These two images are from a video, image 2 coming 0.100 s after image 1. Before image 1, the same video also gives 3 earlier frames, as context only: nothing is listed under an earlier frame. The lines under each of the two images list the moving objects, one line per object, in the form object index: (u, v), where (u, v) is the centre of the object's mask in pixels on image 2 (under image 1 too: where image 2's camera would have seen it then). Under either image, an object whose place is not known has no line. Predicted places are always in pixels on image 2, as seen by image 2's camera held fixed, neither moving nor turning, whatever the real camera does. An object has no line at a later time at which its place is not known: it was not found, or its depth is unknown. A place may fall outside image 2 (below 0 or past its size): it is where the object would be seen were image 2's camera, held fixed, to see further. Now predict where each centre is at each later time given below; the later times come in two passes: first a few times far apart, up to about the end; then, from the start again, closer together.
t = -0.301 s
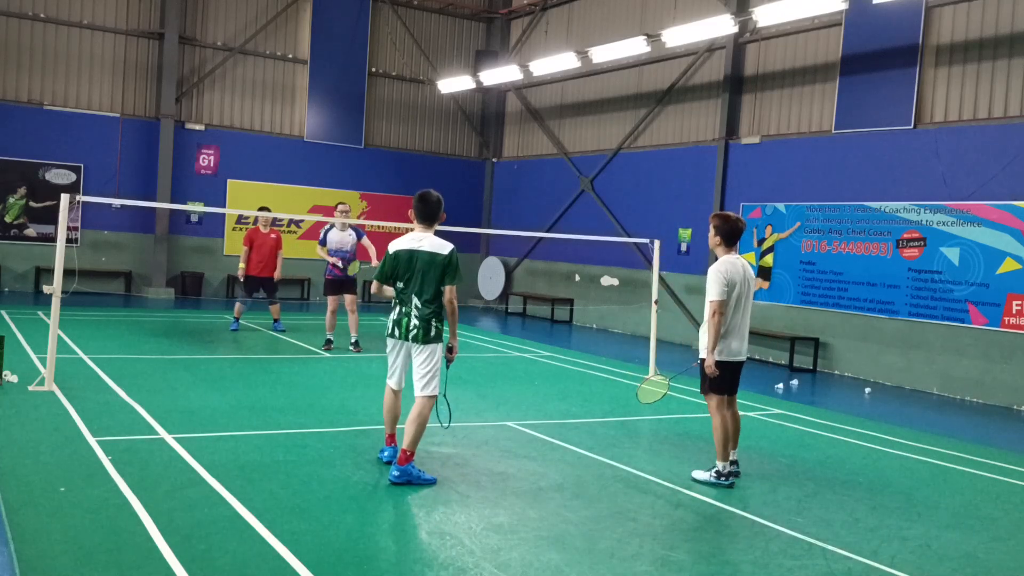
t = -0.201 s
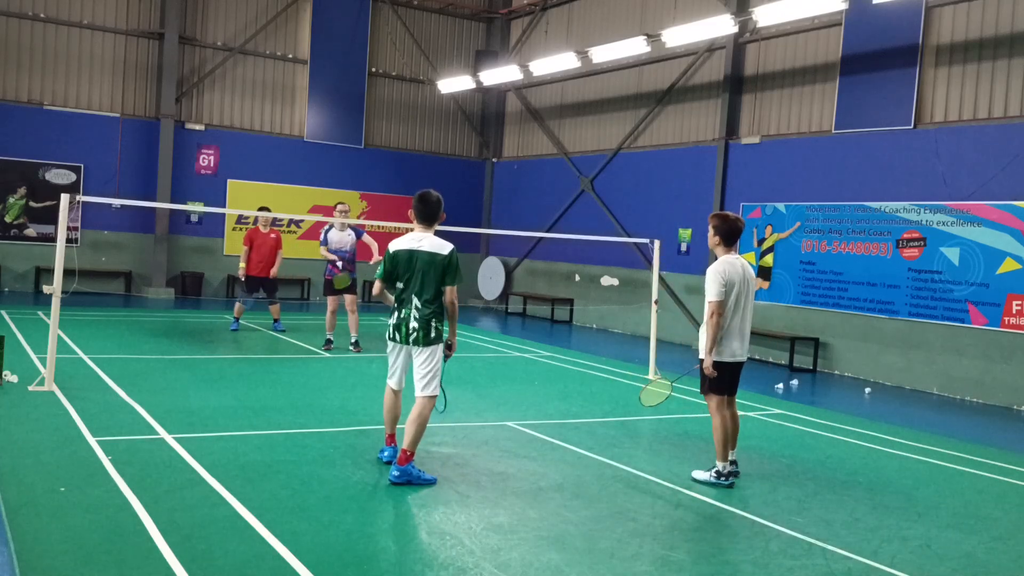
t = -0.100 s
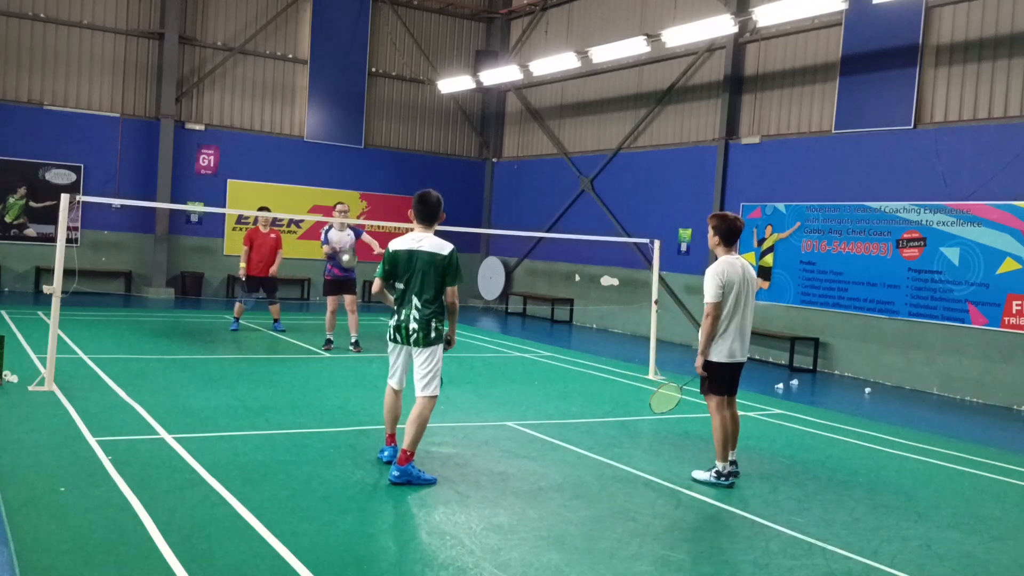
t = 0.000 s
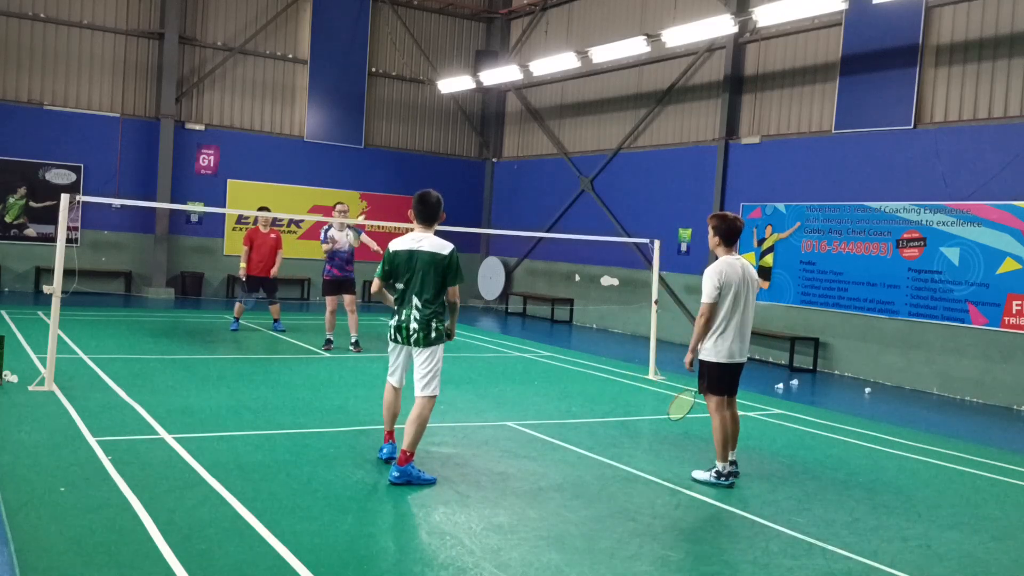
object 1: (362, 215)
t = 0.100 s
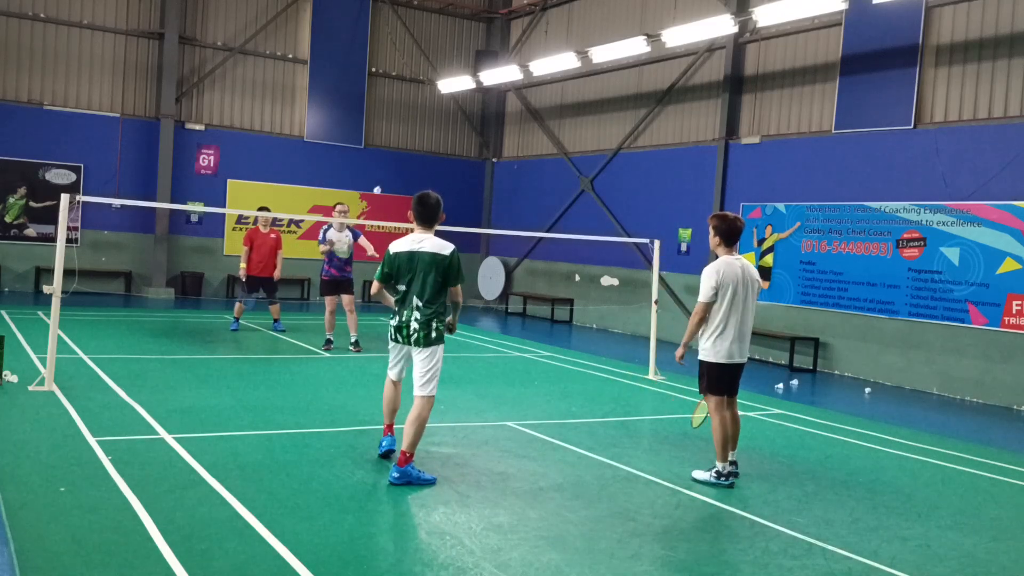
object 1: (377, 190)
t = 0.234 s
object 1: (394, 167)
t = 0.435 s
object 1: (420, 165)
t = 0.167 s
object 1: (386, 177)
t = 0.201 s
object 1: (390, 171)
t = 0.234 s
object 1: (394, 167)
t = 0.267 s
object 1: (399, 164)
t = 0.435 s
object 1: (420, 165)
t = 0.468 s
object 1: (424, 169)
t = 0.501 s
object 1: (428, 175)
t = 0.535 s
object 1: (431, 182)
